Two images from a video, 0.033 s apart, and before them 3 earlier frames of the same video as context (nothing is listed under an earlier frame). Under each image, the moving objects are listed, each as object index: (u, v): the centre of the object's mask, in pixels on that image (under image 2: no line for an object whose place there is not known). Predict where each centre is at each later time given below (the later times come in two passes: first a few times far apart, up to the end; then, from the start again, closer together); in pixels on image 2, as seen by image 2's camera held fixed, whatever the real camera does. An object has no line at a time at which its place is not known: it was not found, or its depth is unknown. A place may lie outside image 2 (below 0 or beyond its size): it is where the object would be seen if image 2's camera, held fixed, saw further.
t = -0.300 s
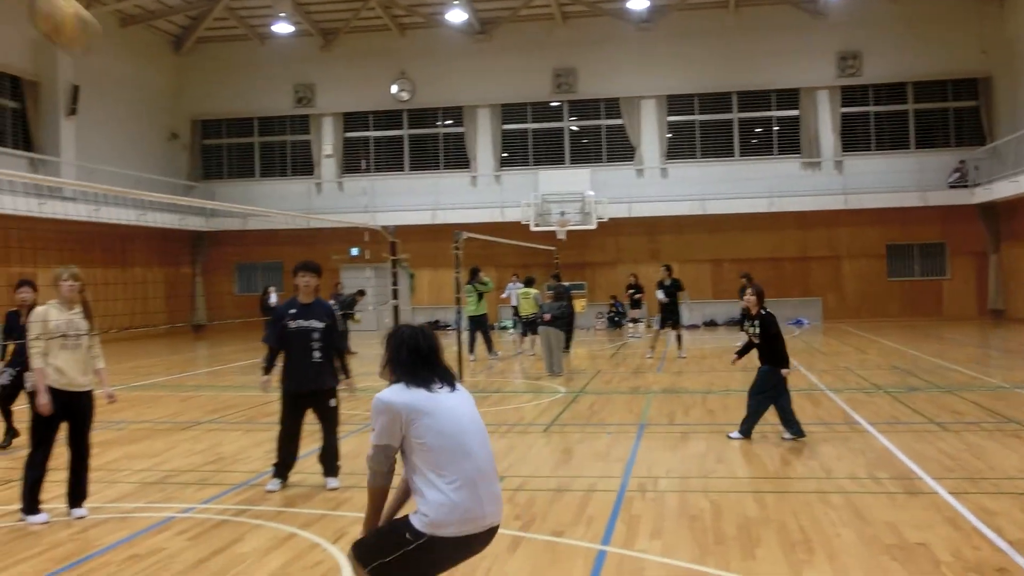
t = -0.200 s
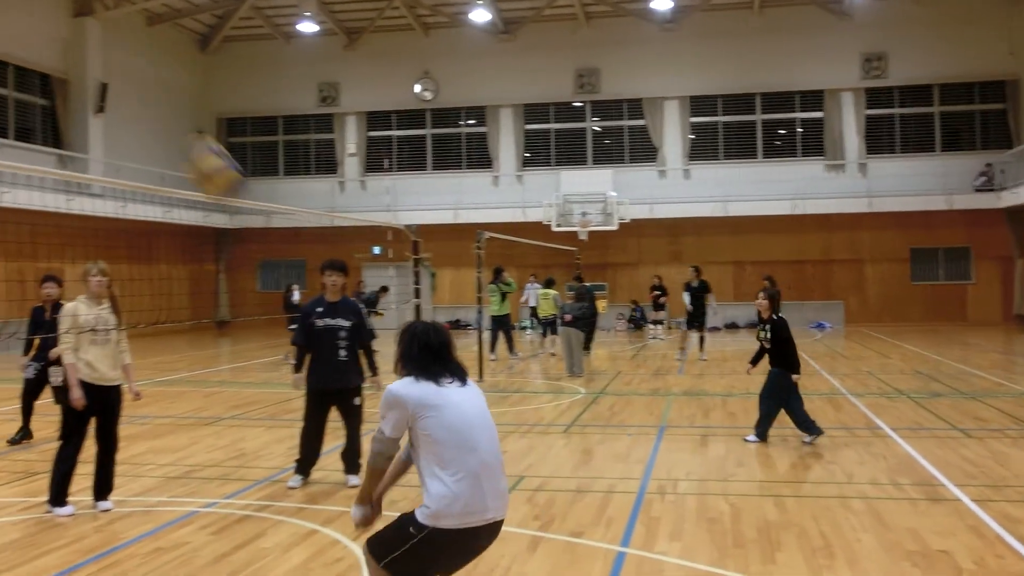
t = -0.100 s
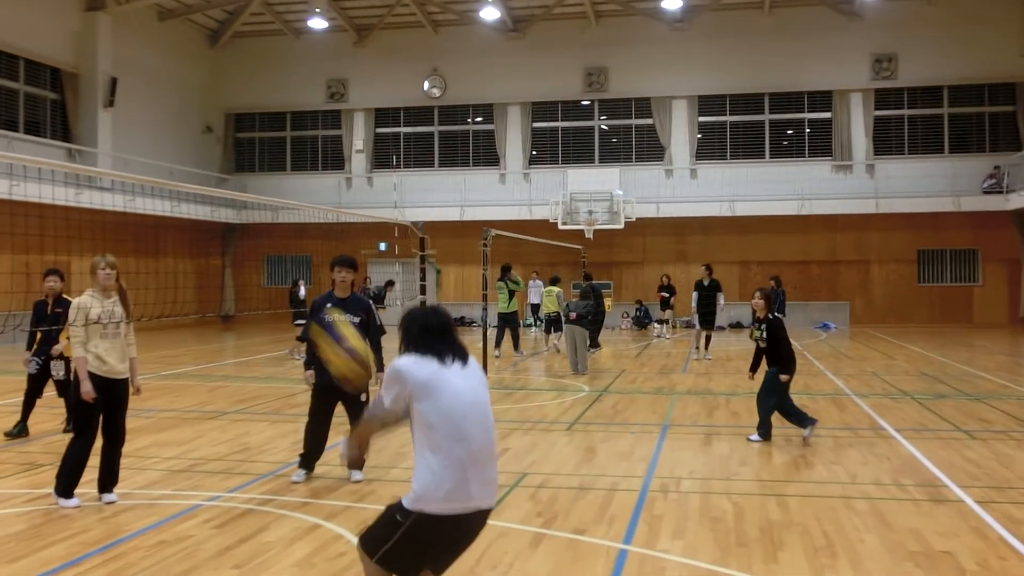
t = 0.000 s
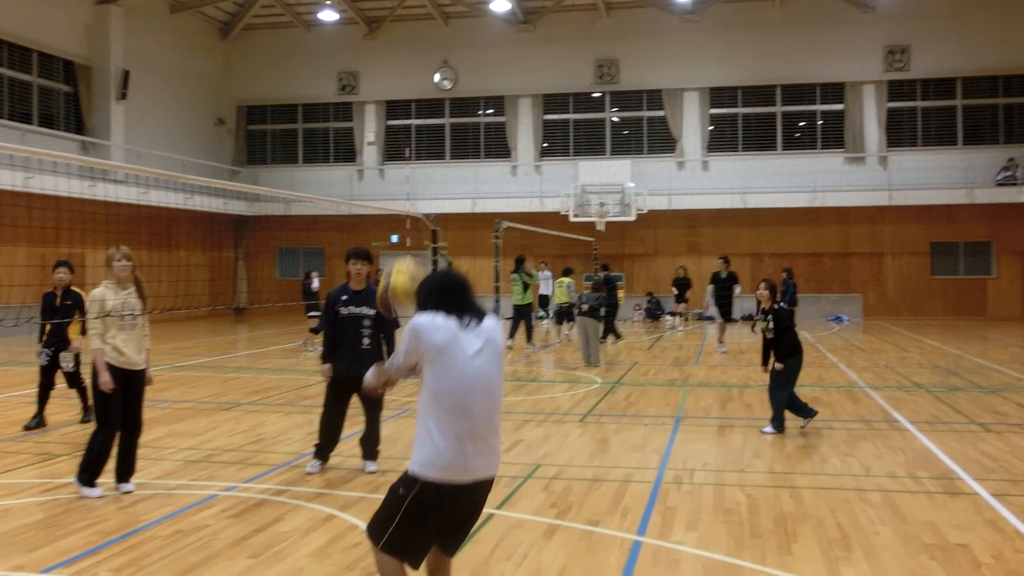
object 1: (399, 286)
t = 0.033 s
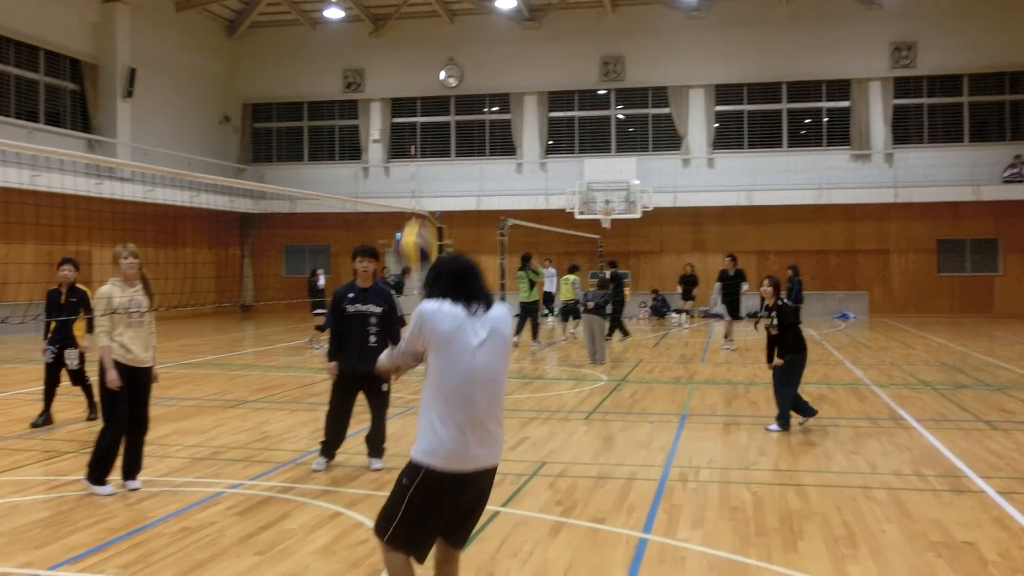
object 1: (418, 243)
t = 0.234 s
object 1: (453, 111)
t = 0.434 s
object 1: (484, 69)
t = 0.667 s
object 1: (512, 102)
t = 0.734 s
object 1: (517, 122)
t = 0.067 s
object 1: (421, 219)
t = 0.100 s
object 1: (428, 188)
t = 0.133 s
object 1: (433, 164)
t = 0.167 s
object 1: (441, 144)
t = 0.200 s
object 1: (446, 126)
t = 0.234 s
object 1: (453, 111)
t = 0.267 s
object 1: (460, 98)
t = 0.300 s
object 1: (465, 87)
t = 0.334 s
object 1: (467, 80)
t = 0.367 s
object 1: (473, 74)
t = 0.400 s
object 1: (479, 72)
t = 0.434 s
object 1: (484, 69)
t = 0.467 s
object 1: (487, 68)
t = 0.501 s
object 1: (492, 69)
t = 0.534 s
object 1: (496, 72)
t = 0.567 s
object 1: (500, 78)
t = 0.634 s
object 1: (509, 93)
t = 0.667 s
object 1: (512, 102)
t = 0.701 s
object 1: (515, 111)
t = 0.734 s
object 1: (517, 122)
